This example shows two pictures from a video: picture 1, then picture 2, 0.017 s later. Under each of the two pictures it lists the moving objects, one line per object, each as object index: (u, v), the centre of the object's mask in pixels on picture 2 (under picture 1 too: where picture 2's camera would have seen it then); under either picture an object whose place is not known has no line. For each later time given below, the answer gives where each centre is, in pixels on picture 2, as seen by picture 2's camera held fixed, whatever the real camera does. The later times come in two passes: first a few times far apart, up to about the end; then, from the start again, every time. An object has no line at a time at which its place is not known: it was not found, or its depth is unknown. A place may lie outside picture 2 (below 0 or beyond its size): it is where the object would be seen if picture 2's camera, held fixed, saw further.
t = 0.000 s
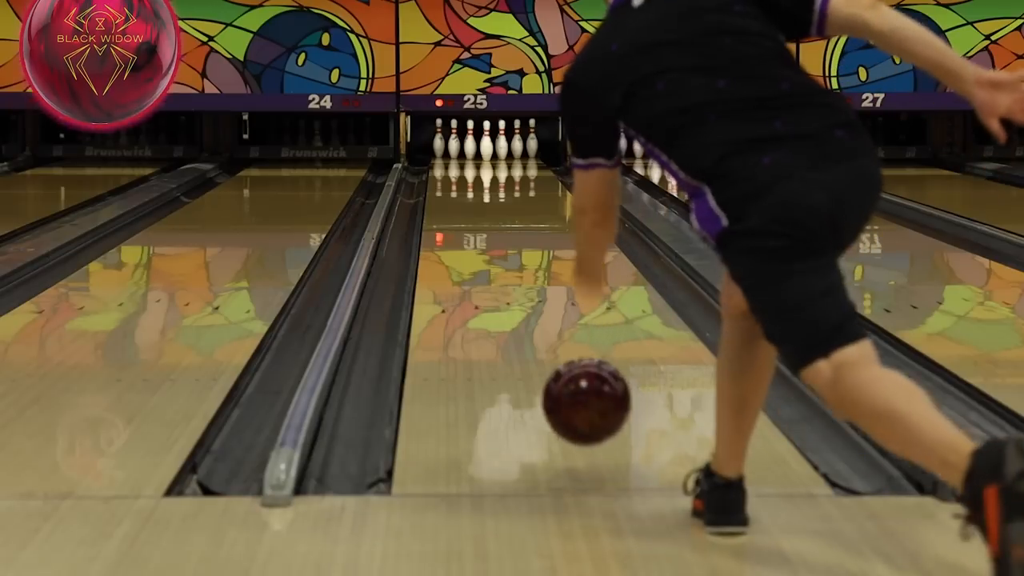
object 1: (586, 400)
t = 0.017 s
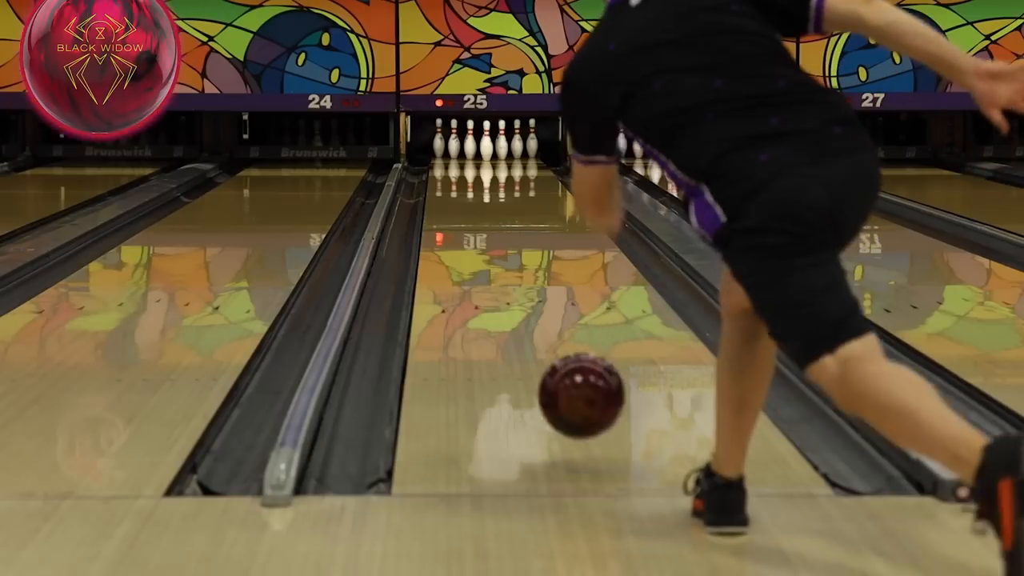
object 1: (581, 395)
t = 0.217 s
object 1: (535, 353)
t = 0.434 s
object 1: (503, 300)
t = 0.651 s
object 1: (482, 262)
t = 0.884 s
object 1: (467, 233)
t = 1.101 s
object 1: (456, 212)
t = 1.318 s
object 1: (449, 196)
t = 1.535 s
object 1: (444, 182)
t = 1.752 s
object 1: (444, 172)
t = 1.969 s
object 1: (449, 163)
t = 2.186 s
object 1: (460, 155)
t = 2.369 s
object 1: (472, 150)
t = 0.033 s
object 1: (576, 390)
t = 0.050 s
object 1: (572, 387)
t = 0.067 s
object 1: (567, 385)
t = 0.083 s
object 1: (563, 384)
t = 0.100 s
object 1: (559, 384)
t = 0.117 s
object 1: (555, 385)
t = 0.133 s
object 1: (551, 381)
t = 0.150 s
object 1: (548, 373)
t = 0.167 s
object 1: (544, 366)
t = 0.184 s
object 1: (541, 361)
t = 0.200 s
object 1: (538, 357)
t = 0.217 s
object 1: (535, 353)
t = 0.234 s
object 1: (532, 349)
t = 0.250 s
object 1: (529, 344)
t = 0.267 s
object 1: (526, 340)
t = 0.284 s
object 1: (523, 335)
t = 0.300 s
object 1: (521, 331)
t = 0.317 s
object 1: (518, 326)
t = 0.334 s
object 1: (516, 322)
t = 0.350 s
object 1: (514, 319)
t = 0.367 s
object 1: (511, 314)
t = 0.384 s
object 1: (509, 310)
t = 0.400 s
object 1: (507, 307)
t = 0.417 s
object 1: (505, 303)
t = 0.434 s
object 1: (503, 300)
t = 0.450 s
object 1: (501, 296)
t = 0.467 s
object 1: (499, 293)
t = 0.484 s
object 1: (497, 290)
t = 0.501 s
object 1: (496, 287)
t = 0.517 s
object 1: (494, 284)
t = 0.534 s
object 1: (492, 281)
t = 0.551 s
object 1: (491, 278)
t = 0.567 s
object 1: (489, 276)
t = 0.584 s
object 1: (488, 273)
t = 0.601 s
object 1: (486, 270)
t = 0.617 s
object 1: (485, 267)
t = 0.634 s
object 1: (483, 265)
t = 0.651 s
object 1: (482, 262)
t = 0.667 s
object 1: (481, 260)
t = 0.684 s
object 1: (479, 257)
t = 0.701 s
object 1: (478, 255)
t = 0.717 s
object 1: (477, 253)
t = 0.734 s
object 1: (476, 251)
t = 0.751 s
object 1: (475, 249)
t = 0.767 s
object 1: (474, 246)
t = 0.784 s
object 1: (473, 244)
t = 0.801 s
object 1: (472, 242)
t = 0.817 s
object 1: (470, 240)
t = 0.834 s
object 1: (469, 238)
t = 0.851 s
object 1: (468, 236)
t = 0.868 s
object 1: (468, 234)
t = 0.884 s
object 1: (467, 233)
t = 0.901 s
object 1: (466, 231)
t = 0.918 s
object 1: (465, 229)
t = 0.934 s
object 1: (464, 227)
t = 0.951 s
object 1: (463, 226)
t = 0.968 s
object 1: (462, 224)
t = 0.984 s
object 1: (461, 222)
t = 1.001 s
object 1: (461, 220)
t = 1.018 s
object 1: (460, 219)
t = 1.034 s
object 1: (459, 218)
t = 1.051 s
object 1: (458, 216)
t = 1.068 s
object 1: (458, 214)
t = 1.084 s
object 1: (457, 213)
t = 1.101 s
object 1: (456, 212)
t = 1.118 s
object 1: (456, 210)
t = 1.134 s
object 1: (455, 209)
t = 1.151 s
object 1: (455, 208)
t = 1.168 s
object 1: (454, 206)
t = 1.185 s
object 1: (453, 205)
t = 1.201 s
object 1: (453, 204)
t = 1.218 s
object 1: (452, 203)
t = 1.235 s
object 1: (452, 201)
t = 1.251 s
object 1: (451, 200)
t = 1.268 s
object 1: (451, 199)
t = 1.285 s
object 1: (450, 198)
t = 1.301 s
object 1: (450, 197)
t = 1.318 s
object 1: (449, 196)
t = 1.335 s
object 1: (449, 195)
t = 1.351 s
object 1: (448, 193)
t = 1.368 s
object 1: (448, 192)
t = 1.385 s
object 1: (447, 191)
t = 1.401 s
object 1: (447, 190)
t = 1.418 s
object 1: (447, 189)
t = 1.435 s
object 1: (446, 188)
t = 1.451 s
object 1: (446, 187)
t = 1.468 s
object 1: (445, 186)
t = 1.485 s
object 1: (445, 185)
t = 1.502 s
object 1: (445, 184)
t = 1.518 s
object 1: (444, 183)
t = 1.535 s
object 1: (444, 182)
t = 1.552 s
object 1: (444, 181)
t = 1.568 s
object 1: (444, 181)
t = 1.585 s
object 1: (443, 180)
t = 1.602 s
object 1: (443, 179)
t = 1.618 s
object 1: (443, 178)
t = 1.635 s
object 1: (443, 177)
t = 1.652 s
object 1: (443, 176)
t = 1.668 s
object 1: (443, 176)
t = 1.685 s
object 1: (443, 175)
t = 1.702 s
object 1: (443, 174)
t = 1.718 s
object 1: (443, 173)
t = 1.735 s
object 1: (443, 173)
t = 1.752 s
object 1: (444, 172)
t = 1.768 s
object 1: (444, 171)
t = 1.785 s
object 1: (444, 170)
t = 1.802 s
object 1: (444, 170)
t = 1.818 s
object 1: (445, 169)
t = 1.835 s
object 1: (445, 168)
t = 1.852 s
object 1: (445, 167)
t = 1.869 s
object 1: (446, 167)
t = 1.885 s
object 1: (446, 166)
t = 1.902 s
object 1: (447, 165)
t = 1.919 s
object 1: (447, 165)
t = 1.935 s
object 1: (448, 164)
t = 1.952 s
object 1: (448, 163)
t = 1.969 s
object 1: (449, 163)
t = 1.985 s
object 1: (449, 162)
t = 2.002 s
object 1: (450, 161)
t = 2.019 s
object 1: (451, 161)
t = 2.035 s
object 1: (451, 160)
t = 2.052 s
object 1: (452, 160)
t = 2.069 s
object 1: (453, 159)
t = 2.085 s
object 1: (454, 159)
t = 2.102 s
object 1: (456, 158)
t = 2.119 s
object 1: (456, 158)
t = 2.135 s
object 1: (457, 157)
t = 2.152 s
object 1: (458, 157)
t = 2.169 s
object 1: (459, 156)
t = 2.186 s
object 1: (460, 155)
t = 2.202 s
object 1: (460, 155)
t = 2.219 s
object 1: (462, 155)
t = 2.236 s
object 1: (463, 154)
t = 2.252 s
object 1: (464, 153)
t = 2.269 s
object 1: (465, 153)
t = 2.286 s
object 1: (466, 153)
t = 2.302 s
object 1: (467, 152)
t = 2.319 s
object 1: (468, 151)
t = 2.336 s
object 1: (469, 151)
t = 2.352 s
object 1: (470, 150)
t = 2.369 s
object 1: (472, 150)
